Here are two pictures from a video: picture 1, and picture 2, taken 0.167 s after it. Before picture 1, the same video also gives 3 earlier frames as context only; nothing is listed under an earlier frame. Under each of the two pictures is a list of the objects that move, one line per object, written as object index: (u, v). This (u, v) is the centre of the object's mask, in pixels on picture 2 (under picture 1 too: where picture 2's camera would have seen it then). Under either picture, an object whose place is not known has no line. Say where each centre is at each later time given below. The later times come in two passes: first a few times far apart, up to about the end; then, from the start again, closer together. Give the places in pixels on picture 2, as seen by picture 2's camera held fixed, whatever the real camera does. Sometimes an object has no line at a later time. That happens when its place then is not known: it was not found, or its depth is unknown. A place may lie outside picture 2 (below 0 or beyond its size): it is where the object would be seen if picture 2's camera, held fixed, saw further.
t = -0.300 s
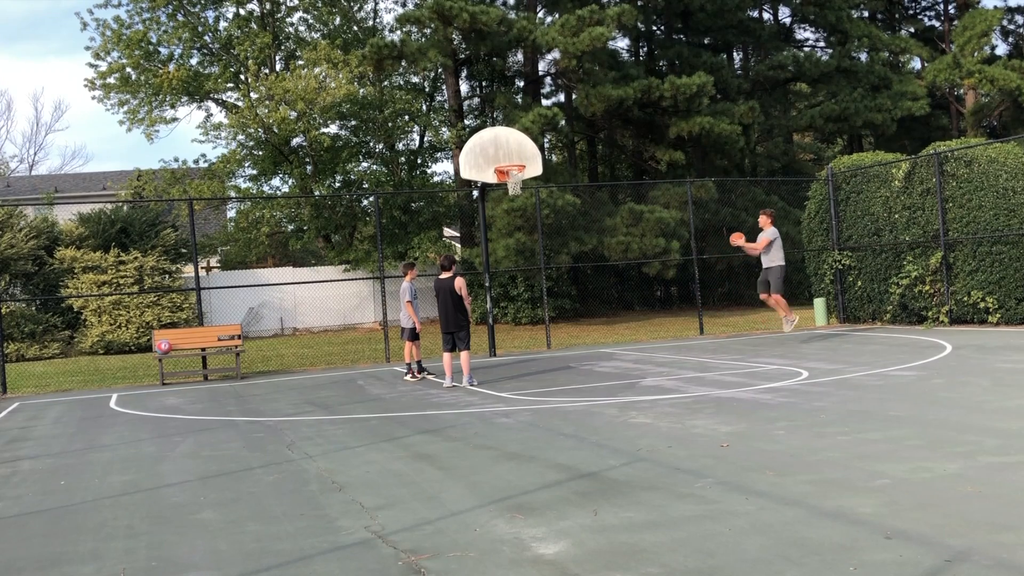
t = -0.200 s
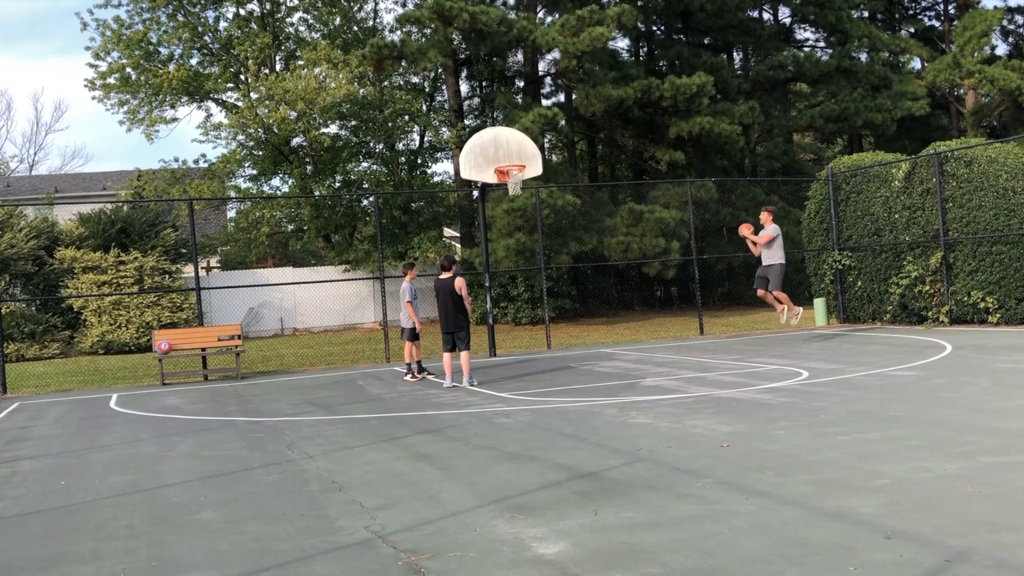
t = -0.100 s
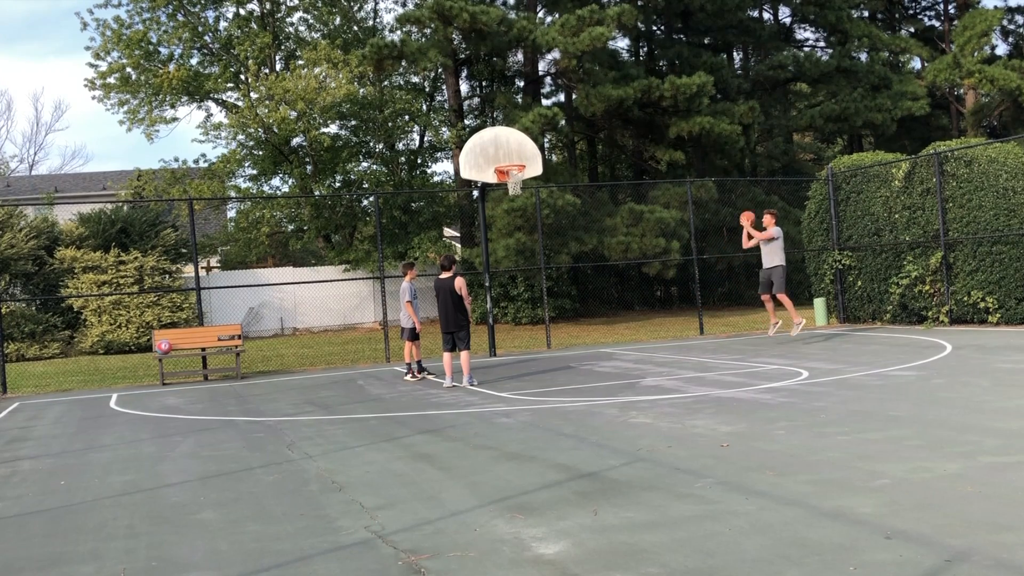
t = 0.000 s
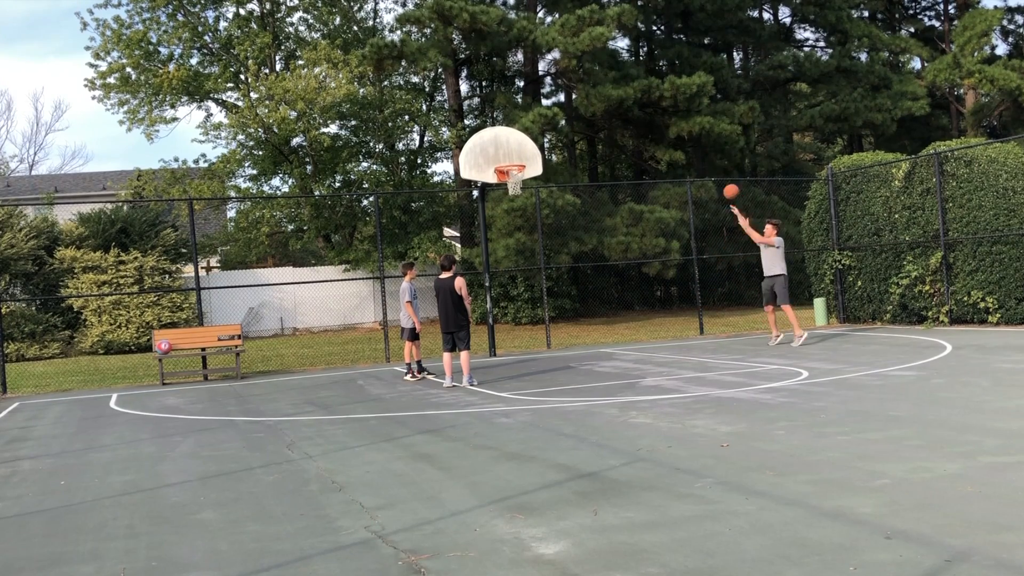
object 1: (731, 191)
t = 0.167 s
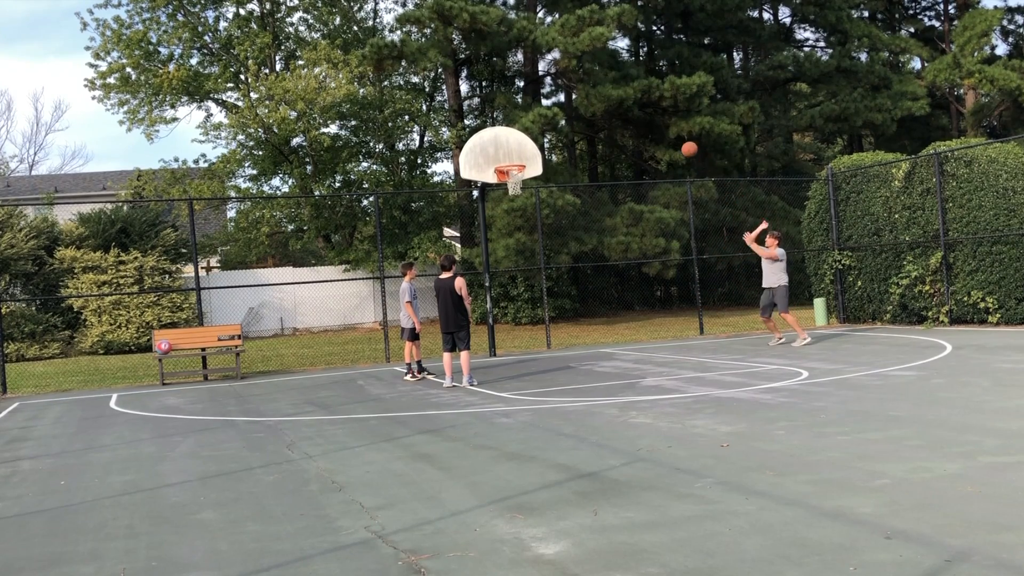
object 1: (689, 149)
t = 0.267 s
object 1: (665, 131)
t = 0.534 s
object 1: (601, 115)
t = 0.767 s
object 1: (548, 137)
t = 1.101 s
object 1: (542, 139)
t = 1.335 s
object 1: (566, 153)
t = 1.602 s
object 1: (599, 217)
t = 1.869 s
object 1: (639, 340)
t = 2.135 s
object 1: (657, 278)
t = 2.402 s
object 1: (675, 222)
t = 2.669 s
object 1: (700, 223)
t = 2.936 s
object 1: (731, 286)
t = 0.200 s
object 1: (681, 143)
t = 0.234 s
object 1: (673, 136)
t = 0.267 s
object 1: (665, 131)
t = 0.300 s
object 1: (656, 127)
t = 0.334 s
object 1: (648, 124)
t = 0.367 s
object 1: (640, 120)
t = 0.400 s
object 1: (632, 118)
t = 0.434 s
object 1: (625, 116)
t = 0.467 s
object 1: (617, 115)
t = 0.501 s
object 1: (609, 115)
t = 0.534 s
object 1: (601, 115)
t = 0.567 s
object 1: (593, 116)
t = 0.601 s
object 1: (586, 118)
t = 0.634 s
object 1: (578, 120)
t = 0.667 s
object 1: (570, 123)
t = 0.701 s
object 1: (563, 127)
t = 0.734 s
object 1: (555, 131)
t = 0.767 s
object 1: (548, 137)
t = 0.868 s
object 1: (526, 157)
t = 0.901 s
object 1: (525, 156)
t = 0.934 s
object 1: (528, 152)
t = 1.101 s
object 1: (542, 139)
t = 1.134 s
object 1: (546, 139)
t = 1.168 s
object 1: (549, 139)
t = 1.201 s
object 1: (552, 140)
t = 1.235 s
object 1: (556, 142)
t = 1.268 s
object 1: (559, 145)
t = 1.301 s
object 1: (563, 148)
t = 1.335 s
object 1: (566, 153)
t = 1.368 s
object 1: (570, 158)
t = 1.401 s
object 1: (574, 164)
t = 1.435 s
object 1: (578, 170)
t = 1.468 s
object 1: (582, 178)
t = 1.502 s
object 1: (586, 187)
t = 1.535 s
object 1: (591, 196)
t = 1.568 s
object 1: (595, 206)
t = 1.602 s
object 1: (599, 217)
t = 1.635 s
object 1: (604, 229)
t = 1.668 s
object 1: (608, 242)
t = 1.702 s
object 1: (613, 256)
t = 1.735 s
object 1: (618, 271)
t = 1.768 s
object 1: (623, 287)
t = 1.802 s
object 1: (628, 303)
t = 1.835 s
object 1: (633, 321)
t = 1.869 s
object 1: (639, 340)
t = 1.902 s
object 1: (644, 360)
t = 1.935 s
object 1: (647, 353)
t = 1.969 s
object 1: (648, 338)
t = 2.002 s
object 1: (649, 324)
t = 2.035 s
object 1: (651, 311)
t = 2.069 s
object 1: (653, 299)
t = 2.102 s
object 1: (655, 288)
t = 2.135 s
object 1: (657, 278)
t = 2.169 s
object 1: (658, 268)
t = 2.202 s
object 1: (660, 258)
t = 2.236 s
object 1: (663, 250)
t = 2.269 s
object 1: (665, 243)
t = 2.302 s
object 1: (668, 237)
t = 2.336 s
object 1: (670, 231)
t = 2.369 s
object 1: (673, 226)
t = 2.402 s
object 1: (675, 222)
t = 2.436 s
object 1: (678, 219)
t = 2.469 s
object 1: (681, 217)
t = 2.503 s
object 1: (684, 216)
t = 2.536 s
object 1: (687, 215)
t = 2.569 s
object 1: (690, 216)
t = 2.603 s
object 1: (693, 217)
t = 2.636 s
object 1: (697, 220)
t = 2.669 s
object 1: (700, 223)
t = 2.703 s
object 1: (703, 228)
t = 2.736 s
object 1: (707, 233)
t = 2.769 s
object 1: (711, 239)
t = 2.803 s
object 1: (714, 247)
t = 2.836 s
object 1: (718, 255)
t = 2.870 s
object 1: (722, 264)
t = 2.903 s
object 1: (726, 275)
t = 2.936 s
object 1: (731, 286)
